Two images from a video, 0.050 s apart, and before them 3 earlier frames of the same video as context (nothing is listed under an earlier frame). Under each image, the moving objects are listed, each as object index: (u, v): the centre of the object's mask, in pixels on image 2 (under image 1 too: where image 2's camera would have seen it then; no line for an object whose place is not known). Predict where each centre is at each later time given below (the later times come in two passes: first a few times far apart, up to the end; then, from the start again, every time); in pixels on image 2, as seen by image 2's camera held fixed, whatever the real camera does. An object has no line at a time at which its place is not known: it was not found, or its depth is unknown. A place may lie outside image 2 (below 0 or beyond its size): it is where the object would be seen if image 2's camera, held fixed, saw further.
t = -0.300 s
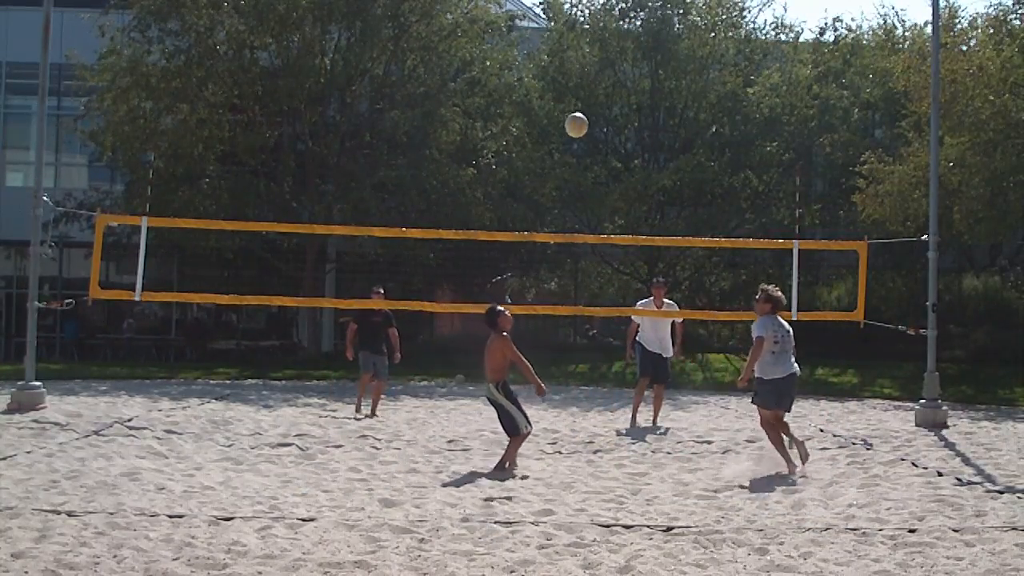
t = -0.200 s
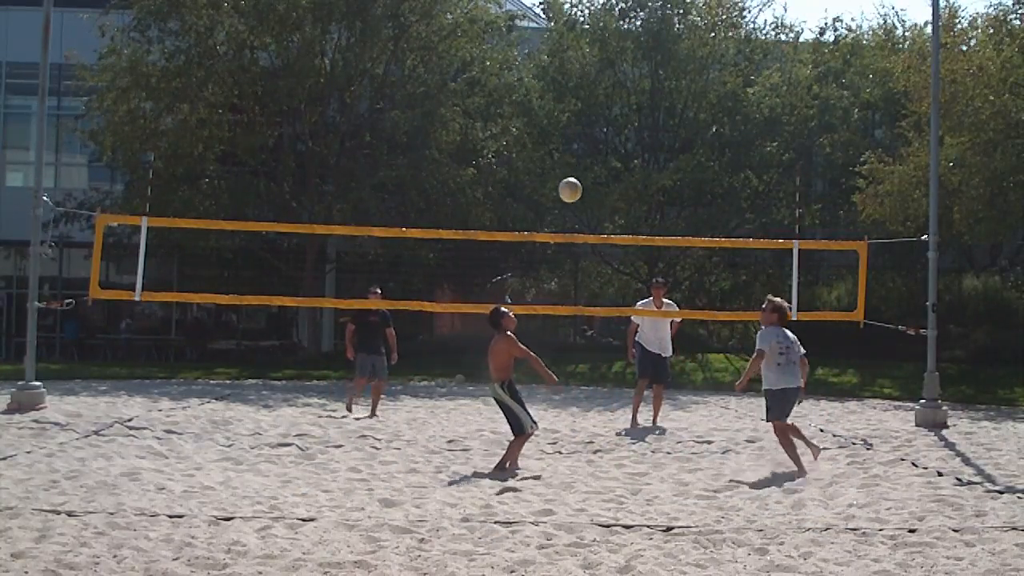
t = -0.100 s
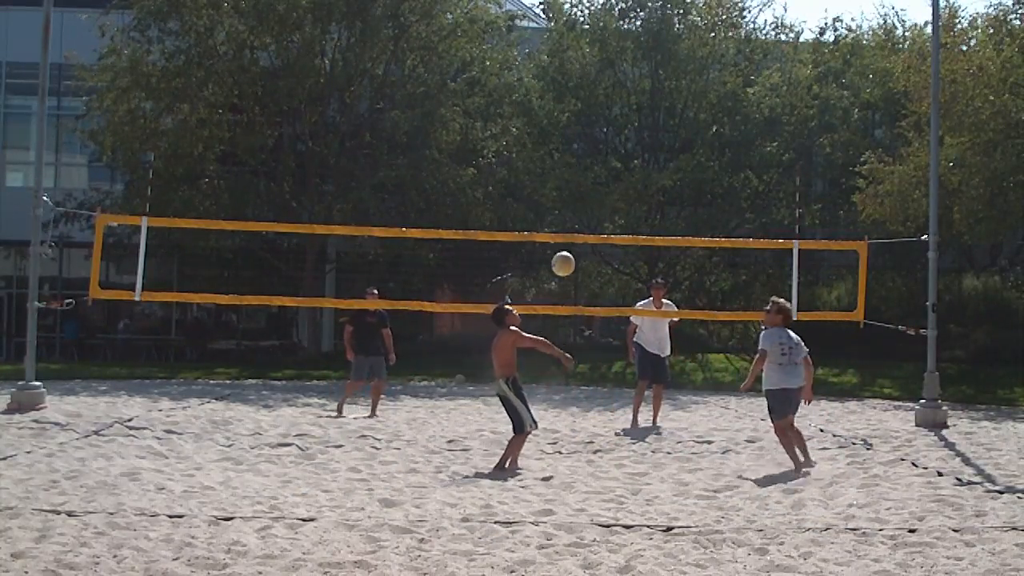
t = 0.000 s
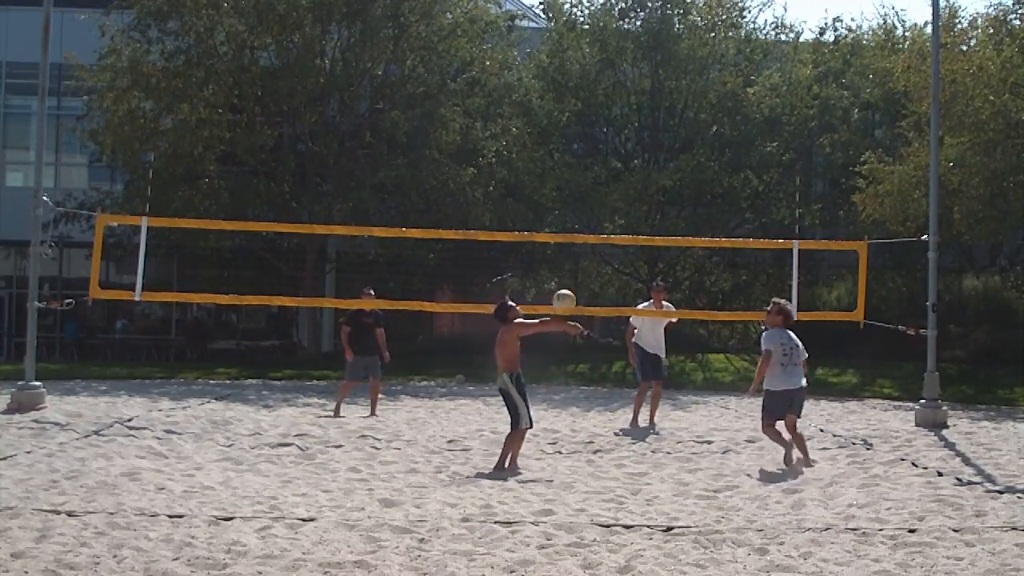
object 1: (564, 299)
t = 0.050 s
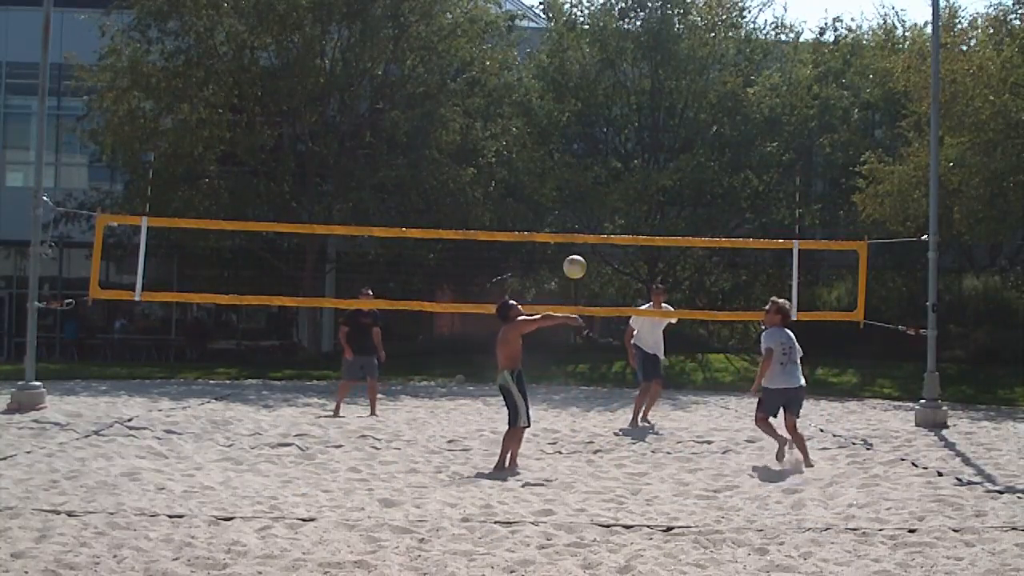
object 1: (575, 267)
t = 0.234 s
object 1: (610, 167)
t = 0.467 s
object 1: (649, 95)
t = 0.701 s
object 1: (686, 78)
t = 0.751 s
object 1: (693, 81)
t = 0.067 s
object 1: (578, 256)
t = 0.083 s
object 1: (581, 245)
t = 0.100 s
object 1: (584, 235)
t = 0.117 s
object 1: (588, 225)
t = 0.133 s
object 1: (591, 216)
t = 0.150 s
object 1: (594, 207)
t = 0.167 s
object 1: (598, 198)
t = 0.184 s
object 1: (601, 190)
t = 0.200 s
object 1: (604, 182)
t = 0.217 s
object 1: (607, 174)
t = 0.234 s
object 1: (610, 167)
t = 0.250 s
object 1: (613, 160)
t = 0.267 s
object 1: (616, 153)
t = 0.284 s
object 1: (619, 147)
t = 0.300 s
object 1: (622, 141)
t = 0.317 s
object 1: (624, 135)
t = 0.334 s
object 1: (627, 129)
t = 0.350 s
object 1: (630, 124)
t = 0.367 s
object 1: (633, 119)
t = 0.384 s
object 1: (636, 114)
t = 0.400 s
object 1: (638, 110)
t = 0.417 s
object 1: (641, 105)
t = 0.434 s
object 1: (644, 102)
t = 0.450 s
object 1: (647, 98)
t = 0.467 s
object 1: (649, 95)
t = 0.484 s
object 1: (652, 92)
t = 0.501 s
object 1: (654, 89)
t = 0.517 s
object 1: (657, 86)
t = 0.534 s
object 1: (660, 84)
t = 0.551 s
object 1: (663, 82)
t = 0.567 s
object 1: (665, 81)
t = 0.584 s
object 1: (668, 79)
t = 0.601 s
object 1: (670, 78)
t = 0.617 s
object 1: (673, 78)
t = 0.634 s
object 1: (676, 77)
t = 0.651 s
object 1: (678, 77)
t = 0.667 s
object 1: (681, 77)
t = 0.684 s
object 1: (683, 77)
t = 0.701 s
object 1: (686, 78)
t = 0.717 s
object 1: (688, 78)
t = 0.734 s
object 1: (691, 79)
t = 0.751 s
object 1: (693, 81)
